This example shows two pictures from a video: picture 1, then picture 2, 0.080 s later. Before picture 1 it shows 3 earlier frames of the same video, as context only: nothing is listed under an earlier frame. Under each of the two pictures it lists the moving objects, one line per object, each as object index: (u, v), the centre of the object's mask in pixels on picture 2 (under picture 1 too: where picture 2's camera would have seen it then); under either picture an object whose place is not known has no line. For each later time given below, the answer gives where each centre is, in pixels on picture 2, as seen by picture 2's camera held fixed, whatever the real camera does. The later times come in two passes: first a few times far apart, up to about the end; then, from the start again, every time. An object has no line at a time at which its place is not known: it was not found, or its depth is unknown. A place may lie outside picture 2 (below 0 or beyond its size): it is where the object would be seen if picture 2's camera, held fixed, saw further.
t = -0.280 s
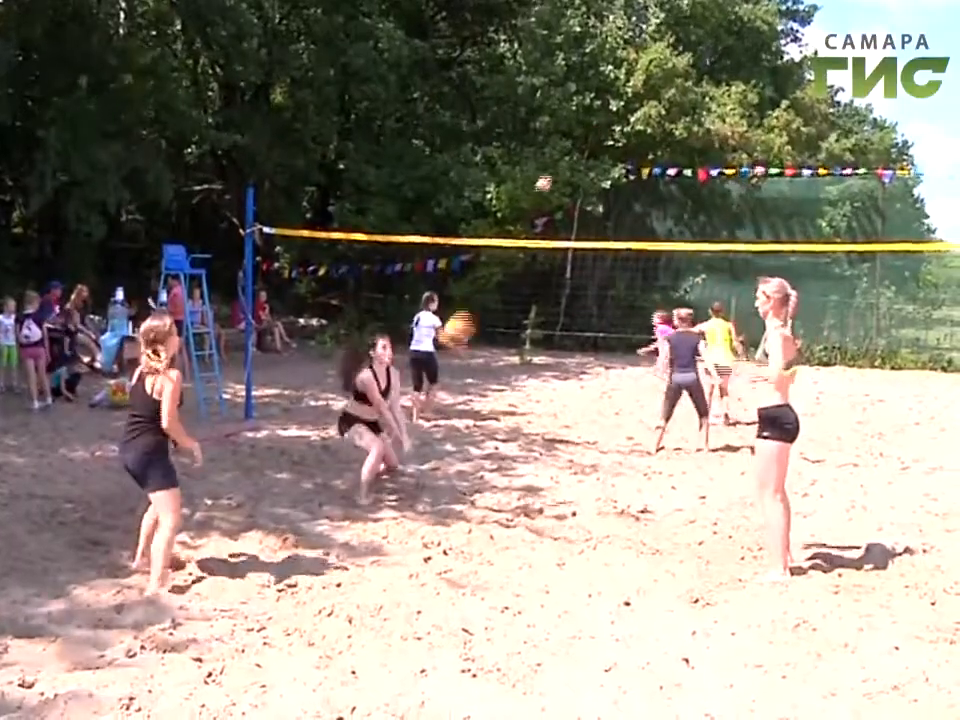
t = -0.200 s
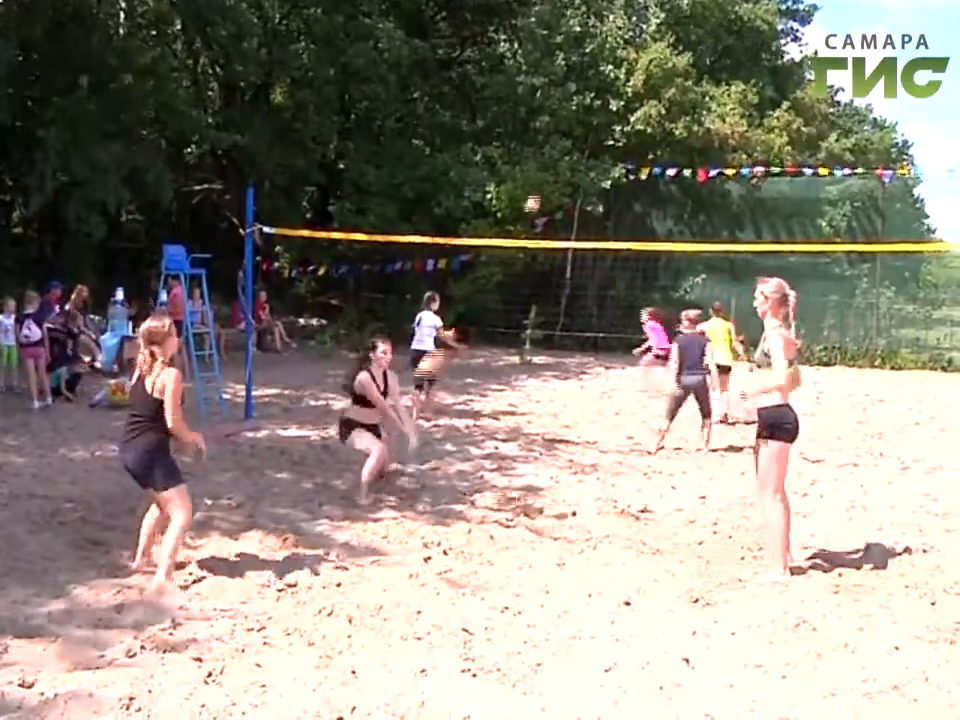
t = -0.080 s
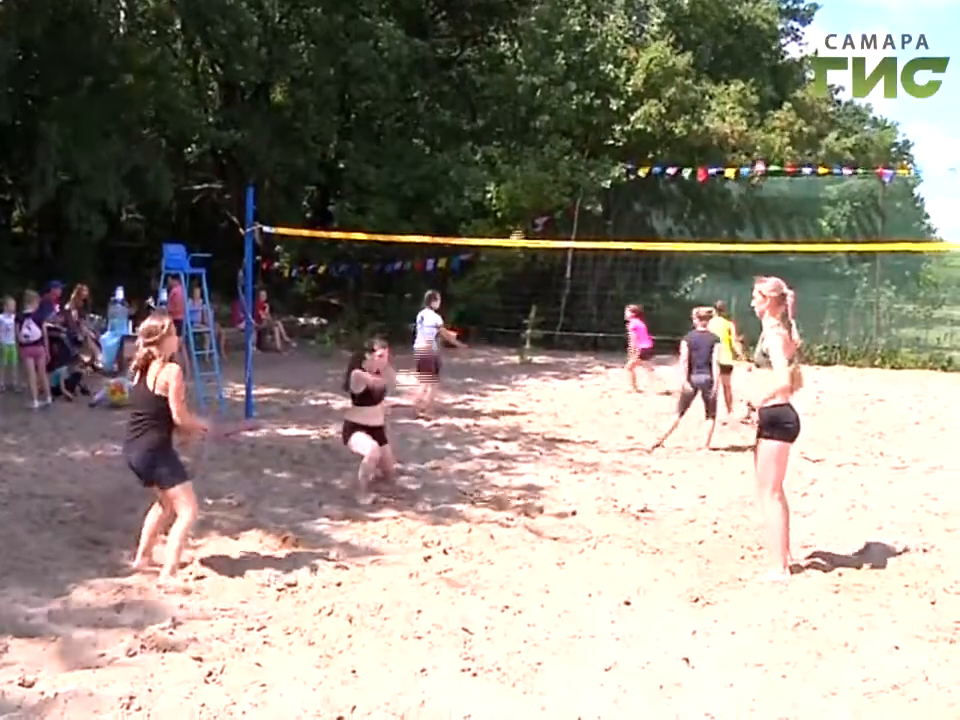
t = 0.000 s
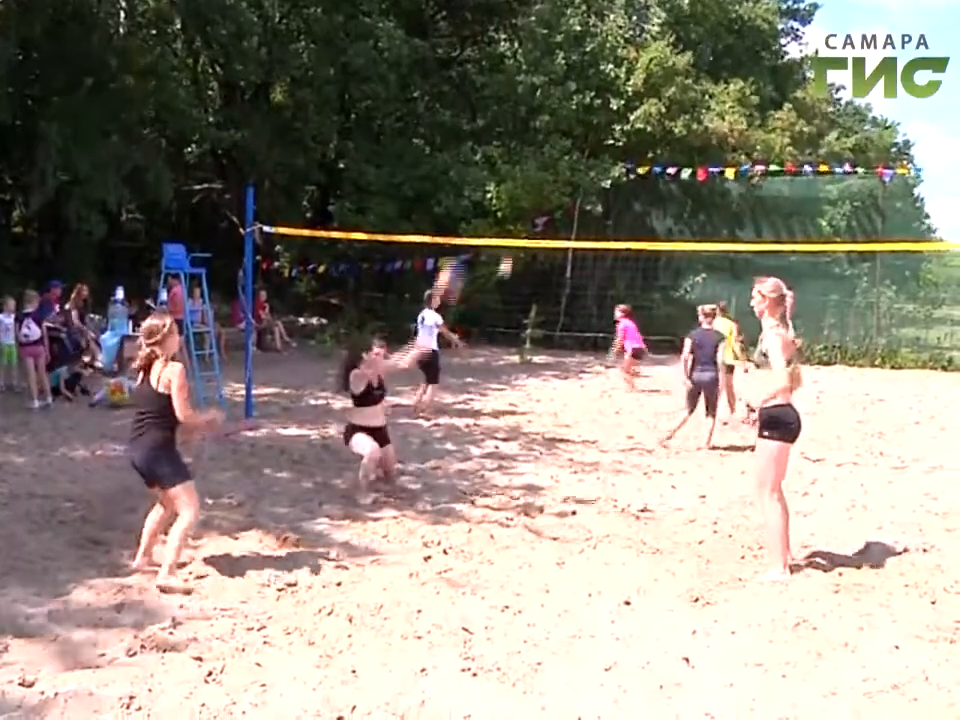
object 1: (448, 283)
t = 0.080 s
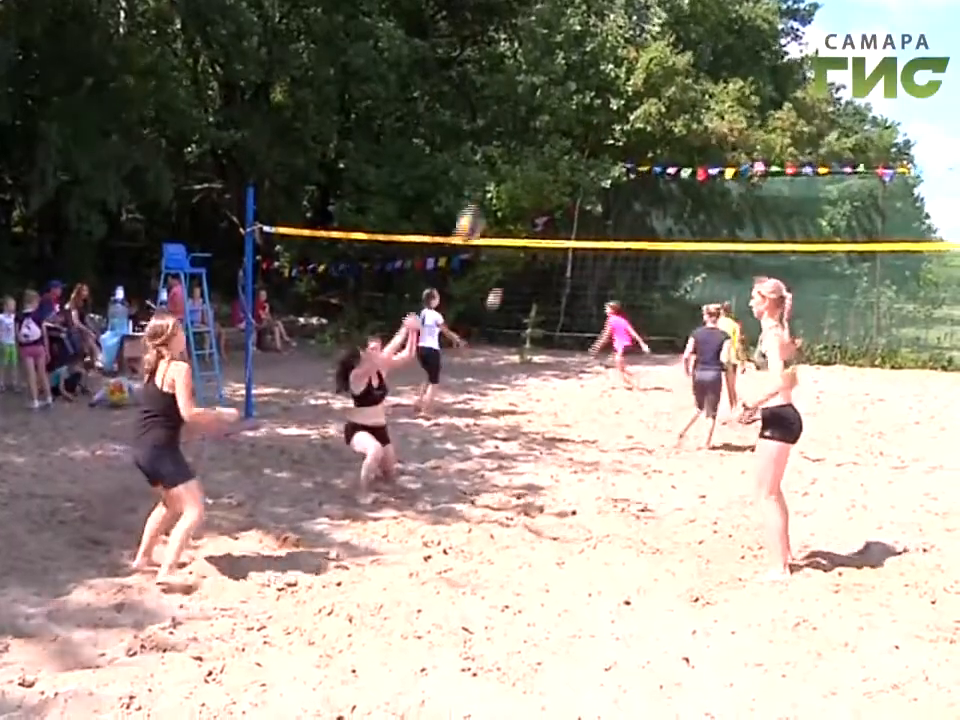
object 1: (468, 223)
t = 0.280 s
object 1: (523, 120)
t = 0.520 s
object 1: (590, 58)
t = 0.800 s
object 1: (675, 92)
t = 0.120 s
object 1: (478, 201)
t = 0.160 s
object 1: (489, 177)
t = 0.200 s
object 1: (500, 156)
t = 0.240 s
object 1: (511, 137)
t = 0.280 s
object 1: (523, 120)
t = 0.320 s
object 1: (533, 105)
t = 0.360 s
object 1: (545, 92)
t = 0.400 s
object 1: (556, 80)
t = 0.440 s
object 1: (568, 69)
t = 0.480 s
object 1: (577, 64)
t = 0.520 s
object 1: (590, 58)
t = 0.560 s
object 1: (606, 55)
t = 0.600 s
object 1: (615, 56)
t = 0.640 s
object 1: (625, 57)
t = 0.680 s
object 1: (637, 63)
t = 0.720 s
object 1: (651, 69)
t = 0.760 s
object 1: (662, 80)
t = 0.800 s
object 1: (675, 92)
